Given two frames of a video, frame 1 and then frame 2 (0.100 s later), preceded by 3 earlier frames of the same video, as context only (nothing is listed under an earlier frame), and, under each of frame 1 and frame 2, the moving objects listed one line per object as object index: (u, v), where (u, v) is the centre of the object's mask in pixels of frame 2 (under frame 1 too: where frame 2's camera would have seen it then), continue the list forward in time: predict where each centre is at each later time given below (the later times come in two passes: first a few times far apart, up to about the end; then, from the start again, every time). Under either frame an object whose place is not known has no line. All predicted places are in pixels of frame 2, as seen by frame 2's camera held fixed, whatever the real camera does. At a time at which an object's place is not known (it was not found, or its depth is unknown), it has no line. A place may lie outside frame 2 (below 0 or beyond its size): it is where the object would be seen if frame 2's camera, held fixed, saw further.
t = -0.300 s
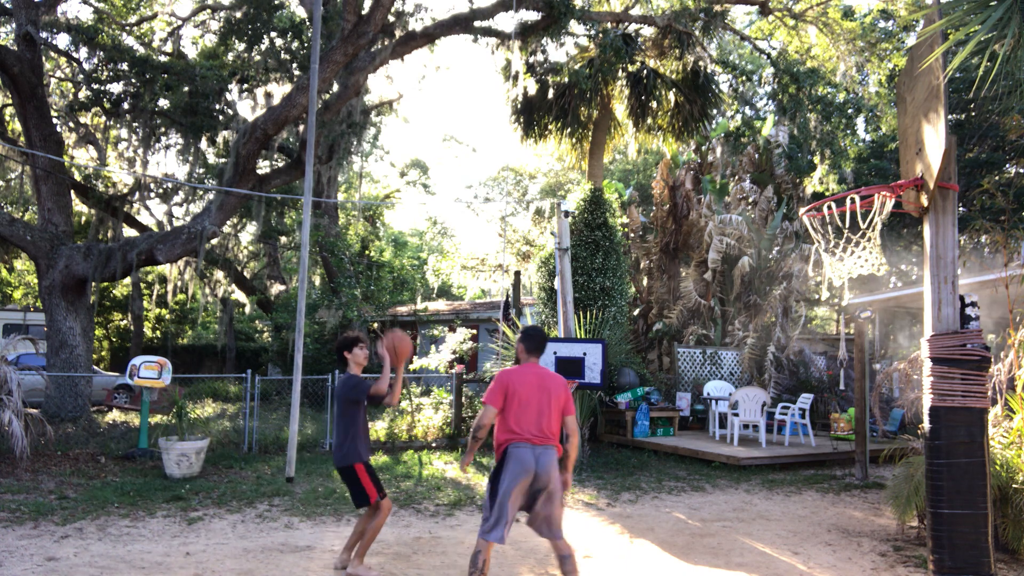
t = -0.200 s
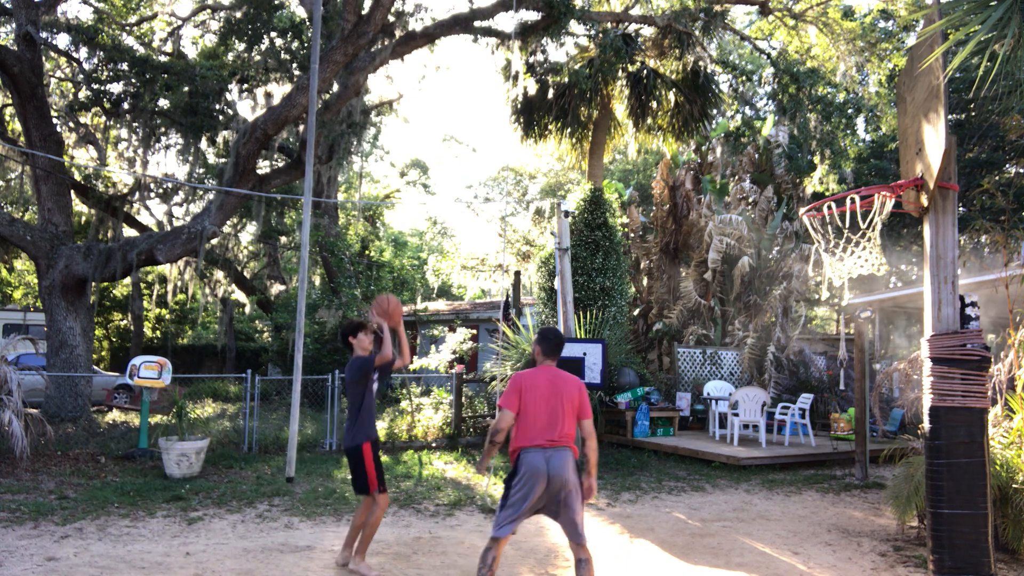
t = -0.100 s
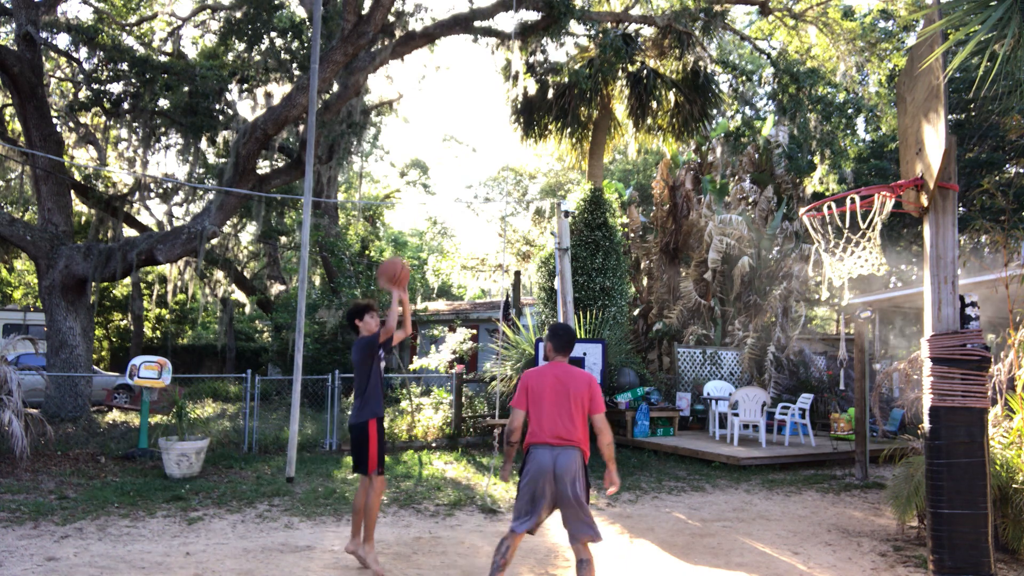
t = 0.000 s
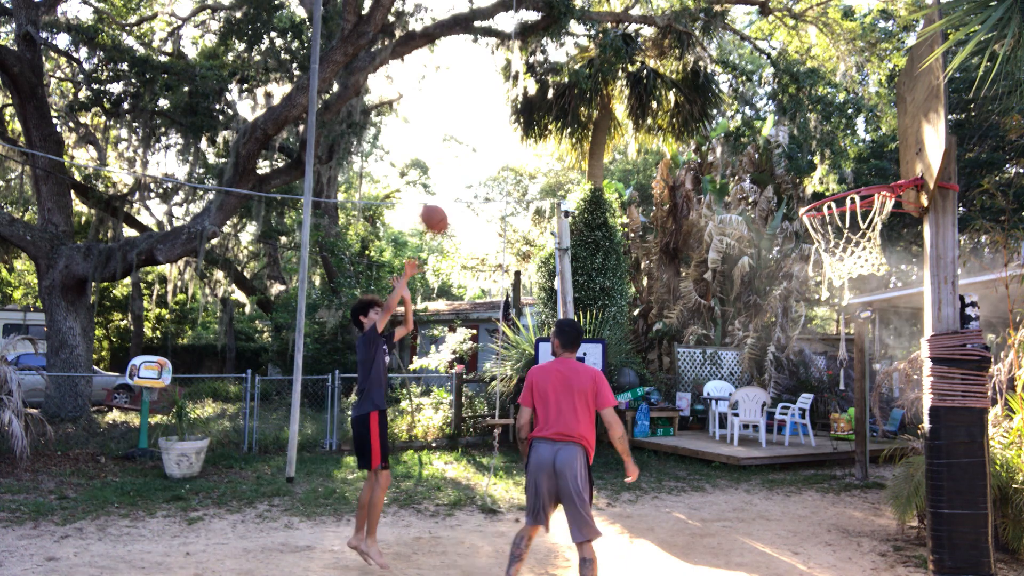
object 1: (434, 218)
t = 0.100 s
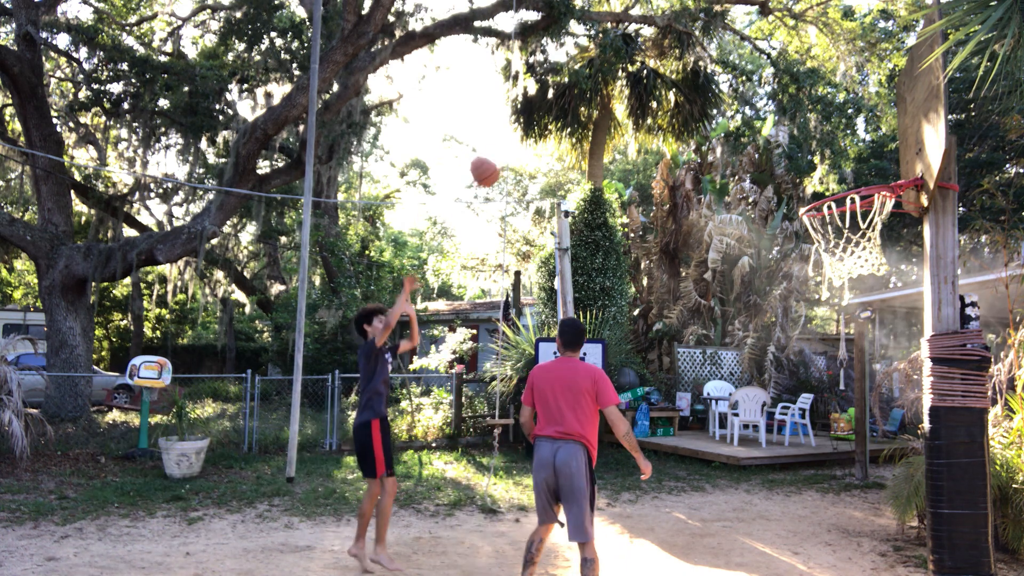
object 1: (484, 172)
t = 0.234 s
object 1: (552, 126)
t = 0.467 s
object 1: (680, 113)
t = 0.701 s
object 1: (812, 182)
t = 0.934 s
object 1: (889, 238)
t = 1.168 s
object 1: (854, 279)
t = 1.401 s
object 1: (816, 399)
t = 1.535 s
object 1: (796, 511)
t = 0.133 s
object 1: (501, 159)
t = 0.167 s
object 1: (518, 145)
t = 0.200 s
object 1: (535, 135)
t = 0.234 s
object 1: (552, 126)
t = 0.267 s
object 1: (569, 120)
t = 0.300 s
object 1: (585, 115)
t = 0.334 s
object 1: (600, 112)
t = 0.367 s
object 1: (624, 109)
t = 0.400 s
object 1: (641, 109)
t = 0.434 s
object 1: (656, 110)
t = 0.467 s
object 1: (680, 113)
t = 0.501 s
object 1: (694, 117)
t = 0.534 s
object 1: (712, 123)
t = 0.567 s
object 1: (736, 133)
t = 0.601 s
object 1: (752, 142)
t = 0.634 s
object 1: (778, 156)
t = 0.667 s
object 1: (792, 167)
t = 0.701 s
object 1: (812, 182)
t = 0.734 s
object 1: (831, 201)
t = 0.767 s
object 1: (857, 215)
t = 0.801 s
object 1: (881, 230)
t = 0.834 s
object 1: (888, 237)
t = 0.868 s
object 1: (889, 236)
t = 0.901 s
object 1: (893, 238)
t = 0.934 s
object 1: (889, 238)
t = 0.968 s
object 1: (886, 240)
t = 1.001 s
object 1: (883, 250)
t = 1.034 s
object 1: (879, 253)
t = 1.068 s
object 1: (875, 258)
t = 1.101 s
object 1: (868, 264)
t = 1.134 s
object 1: (860, 270)
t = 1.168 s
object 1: (854, 279)
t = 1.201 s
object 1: (847, 292)
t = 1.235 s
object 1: (841, 303)
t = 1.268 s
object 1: (835, 320)
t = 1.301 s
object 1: (831, 336)
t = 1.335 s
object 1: (825, 357)
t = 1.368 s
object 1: (821, 377)
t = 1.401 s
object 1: (816, 399)
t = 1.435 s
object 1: (810, 425)
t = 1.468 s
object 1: (806, 453)
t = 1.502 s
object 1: (801, 480)
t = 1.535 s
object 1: (796, 511)
